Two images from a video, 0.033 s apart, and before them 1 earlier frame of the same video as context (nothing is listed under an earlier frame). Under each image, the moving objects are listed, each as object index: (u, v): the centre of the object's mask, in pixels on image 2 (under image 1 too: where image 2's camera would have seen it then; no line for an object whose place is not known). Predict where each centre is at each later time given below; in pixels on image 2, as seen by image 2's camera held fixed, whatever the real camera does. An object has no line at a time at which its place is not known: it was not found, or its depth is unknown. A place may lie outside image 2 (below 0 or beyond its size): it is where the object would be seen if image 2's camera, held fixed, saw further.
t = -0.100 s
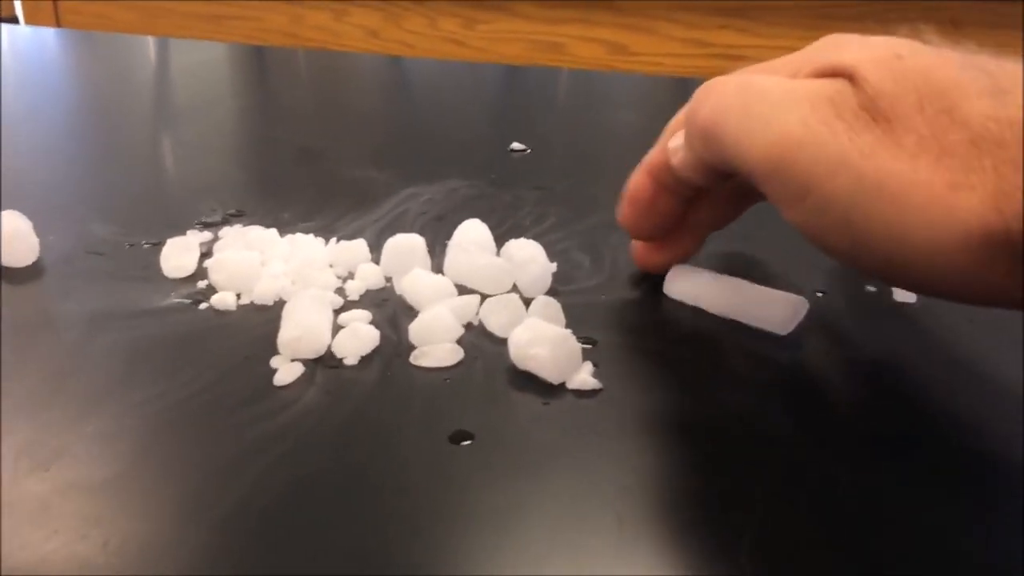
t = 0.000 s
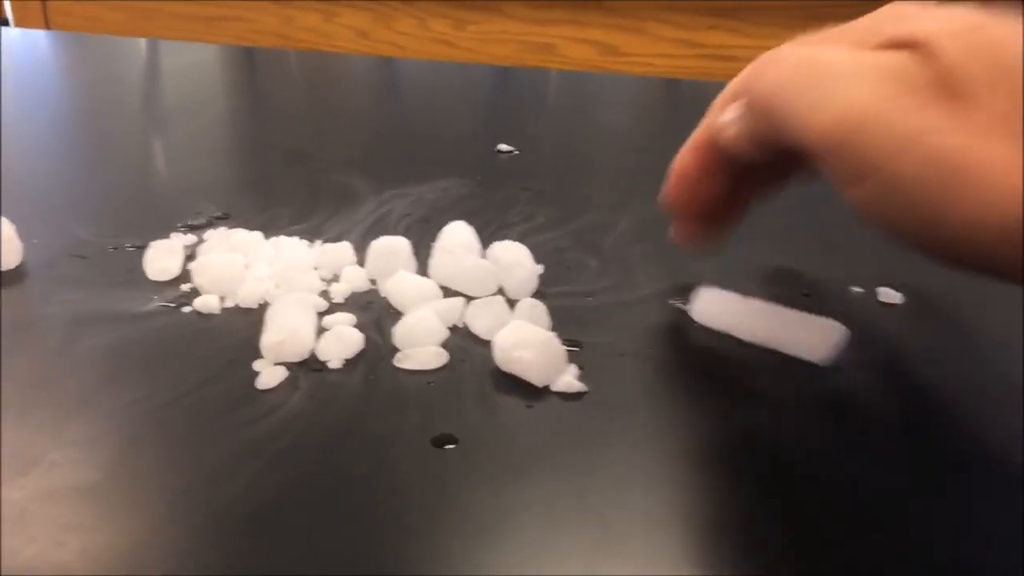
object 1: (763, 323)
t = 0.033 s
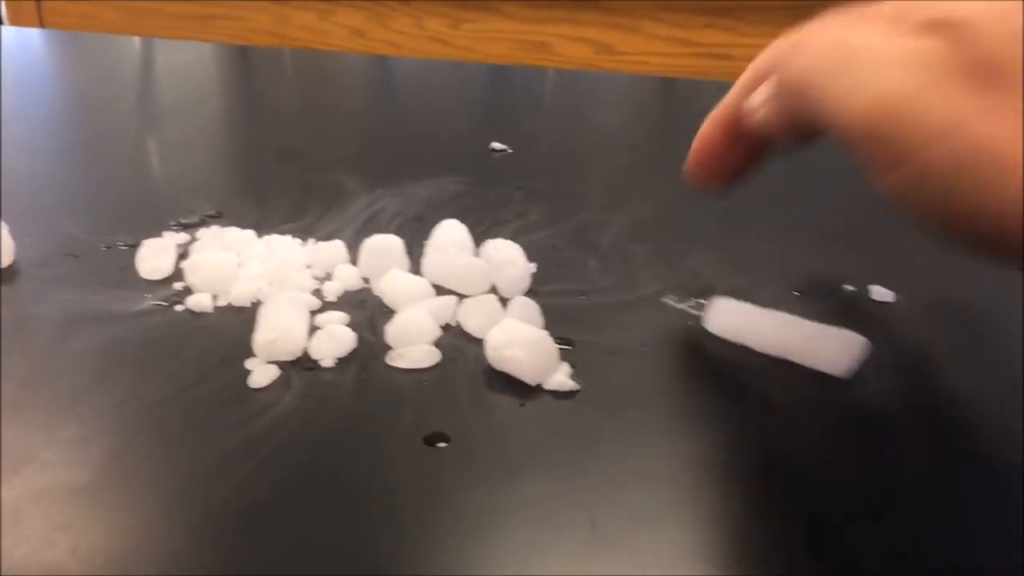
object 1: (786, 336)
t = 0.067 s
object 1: (811, 349)
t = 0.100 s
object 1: (837, 363)
